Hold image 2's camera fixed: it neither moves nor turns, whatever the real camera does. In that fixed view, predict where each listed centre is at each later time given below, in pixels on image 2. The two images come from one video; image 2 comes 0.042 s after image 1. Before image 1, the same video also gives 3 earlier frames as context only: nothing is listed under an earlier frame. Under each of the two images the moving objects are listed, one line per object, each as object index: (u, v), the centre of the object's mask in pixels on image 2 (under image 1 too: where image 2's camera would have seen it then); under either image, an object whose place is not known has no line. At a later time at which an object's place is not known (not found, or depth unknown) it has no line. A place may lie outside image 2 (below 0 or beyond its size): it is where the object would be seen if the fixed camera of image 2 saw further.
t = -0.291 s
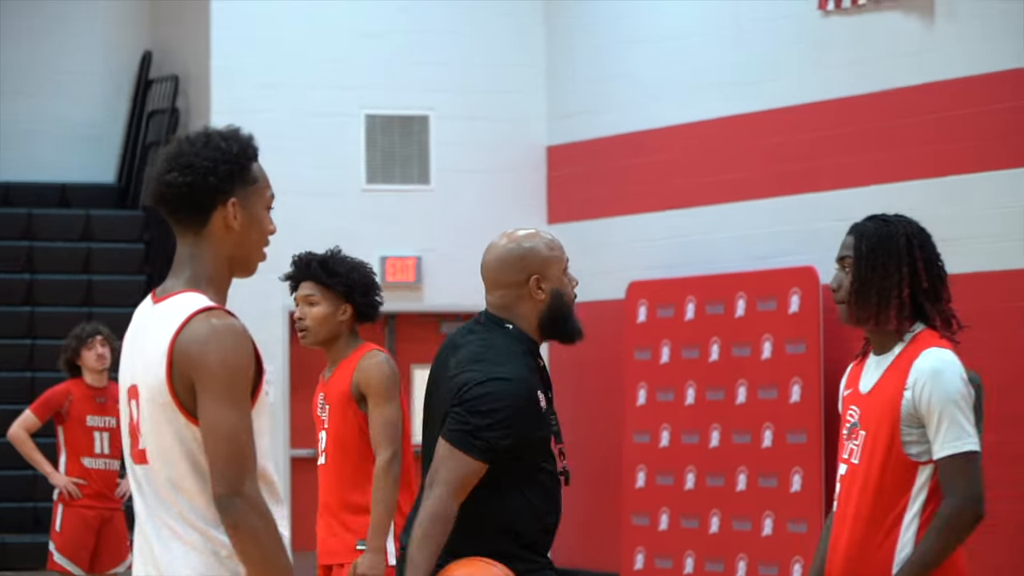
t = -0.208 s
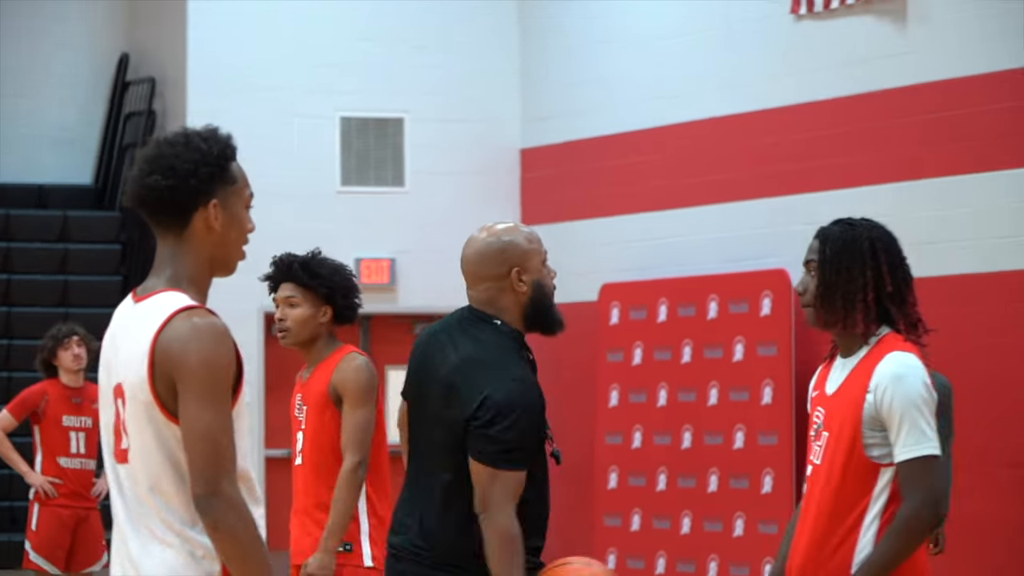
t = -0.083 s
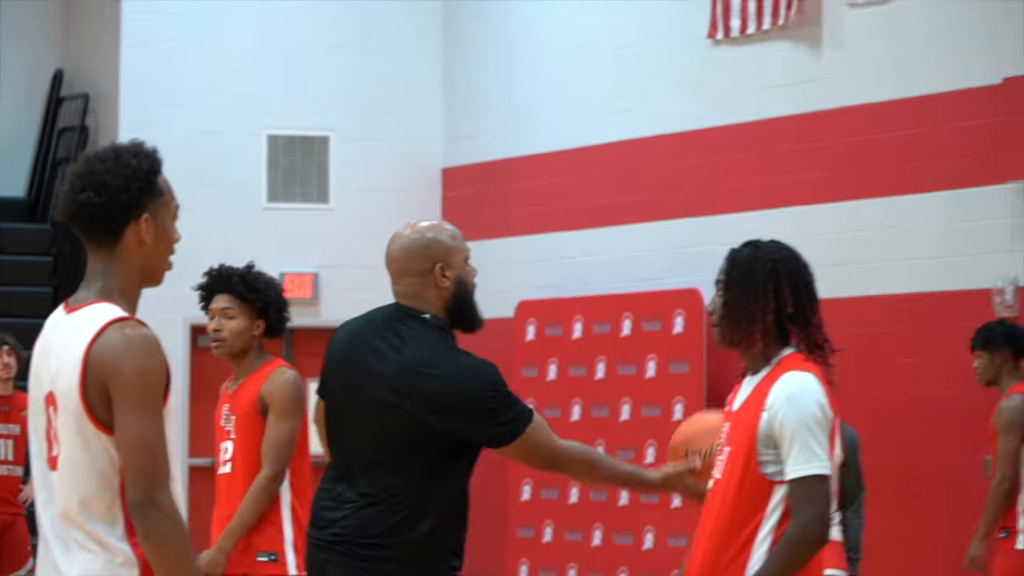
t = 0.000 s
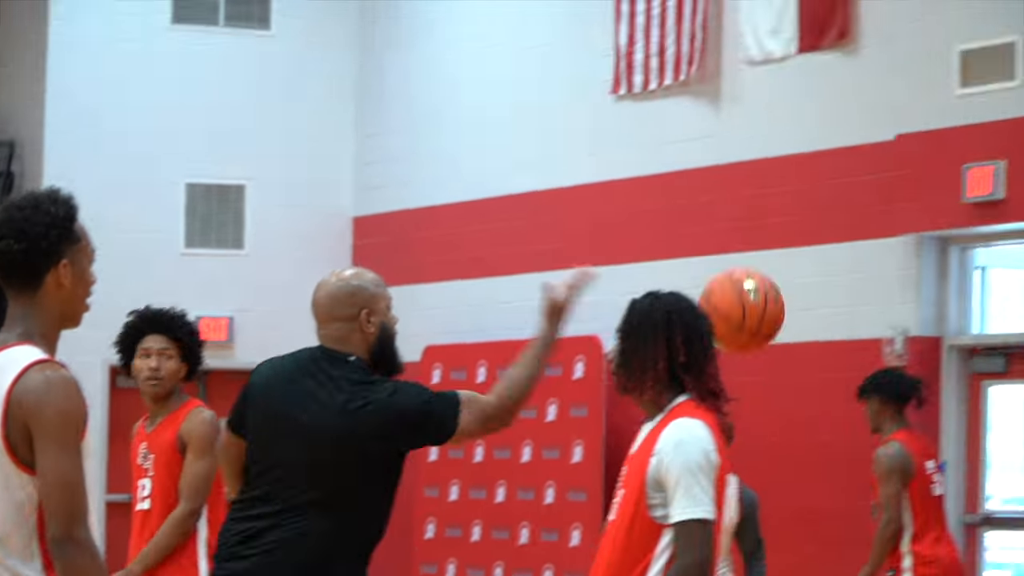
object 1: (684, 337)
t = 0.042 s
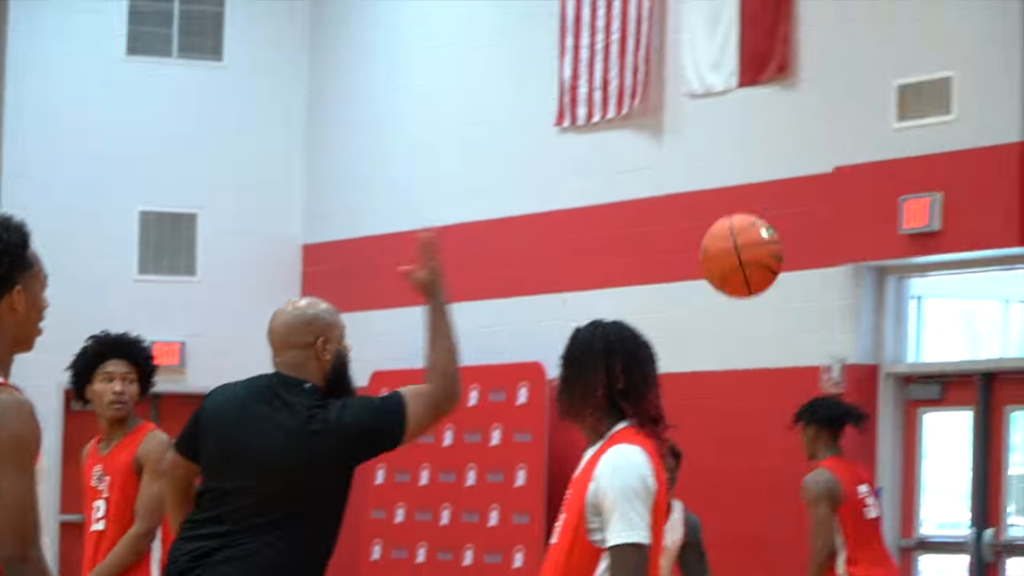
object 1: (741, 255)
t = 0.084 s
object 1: (799, 181)
